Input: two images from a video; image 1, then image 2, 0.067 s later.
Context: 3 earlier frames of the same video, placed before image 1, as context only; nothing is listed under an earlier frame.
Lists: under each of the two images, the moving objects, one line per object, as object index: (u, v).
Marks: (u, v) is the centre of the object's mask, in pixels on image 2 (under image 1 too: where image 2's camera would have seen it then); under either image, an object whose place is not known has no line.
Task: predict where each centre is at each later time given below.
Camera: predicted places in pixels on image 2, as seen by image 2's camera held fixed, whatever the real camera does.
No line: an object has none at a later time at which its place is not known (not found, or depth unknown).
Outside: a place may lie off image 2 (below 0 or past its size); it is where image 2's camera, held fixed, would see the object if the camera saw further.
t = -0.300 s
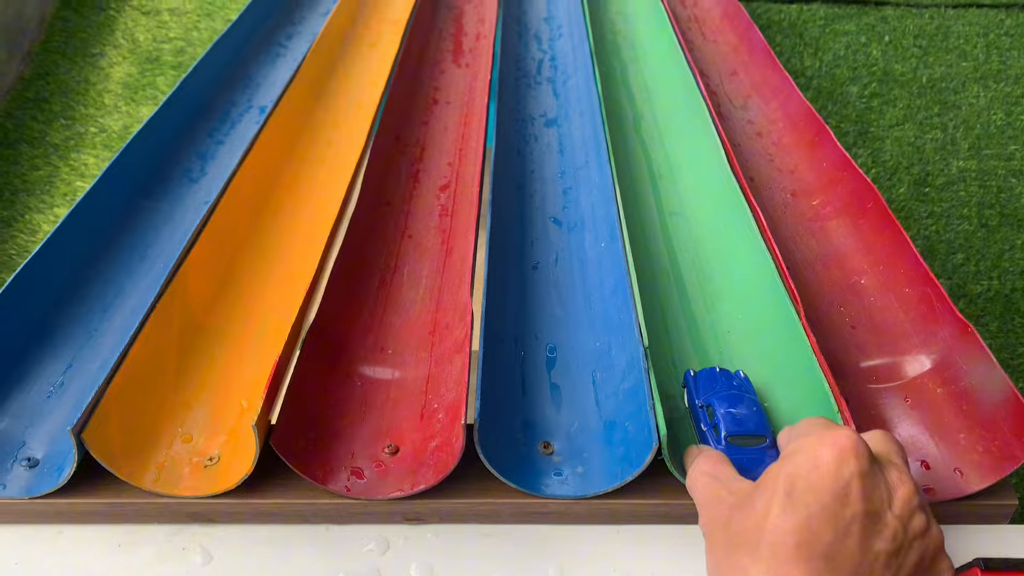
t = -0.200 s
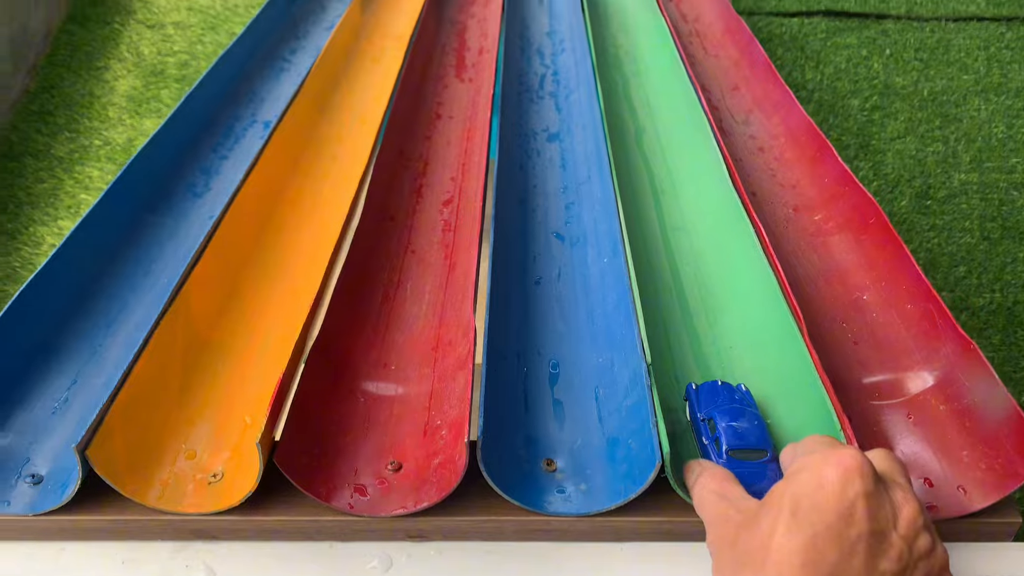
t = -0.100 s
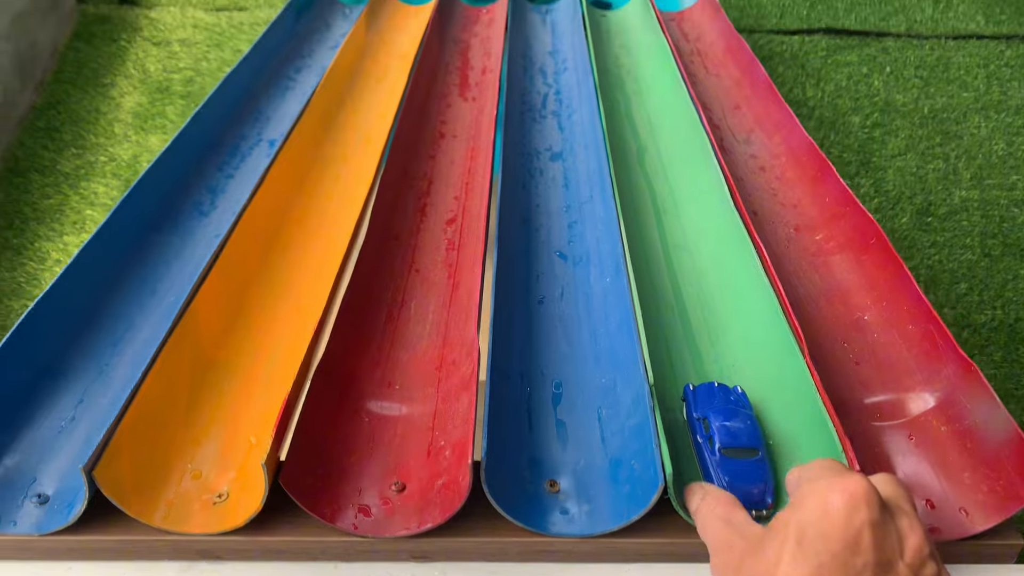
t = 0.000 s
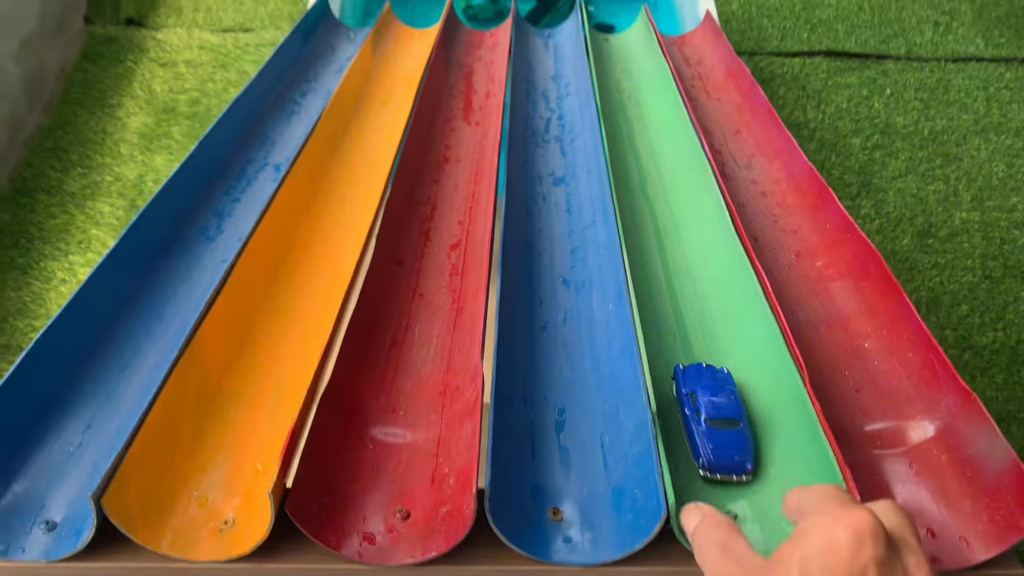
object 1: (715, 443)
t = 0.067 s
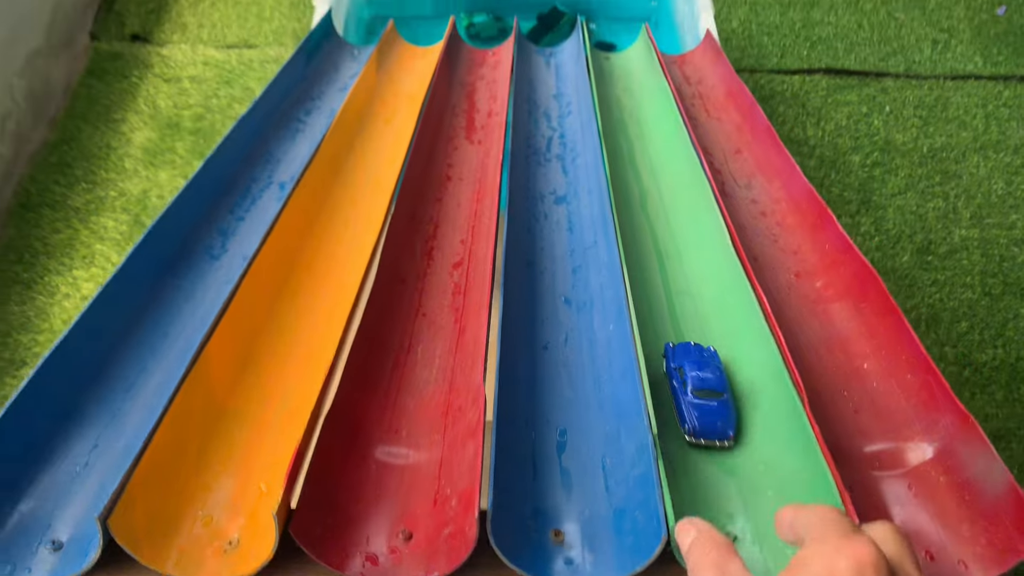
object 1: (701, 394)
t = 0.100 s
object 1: (693, 368)
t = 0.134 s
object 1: (686, 341)
